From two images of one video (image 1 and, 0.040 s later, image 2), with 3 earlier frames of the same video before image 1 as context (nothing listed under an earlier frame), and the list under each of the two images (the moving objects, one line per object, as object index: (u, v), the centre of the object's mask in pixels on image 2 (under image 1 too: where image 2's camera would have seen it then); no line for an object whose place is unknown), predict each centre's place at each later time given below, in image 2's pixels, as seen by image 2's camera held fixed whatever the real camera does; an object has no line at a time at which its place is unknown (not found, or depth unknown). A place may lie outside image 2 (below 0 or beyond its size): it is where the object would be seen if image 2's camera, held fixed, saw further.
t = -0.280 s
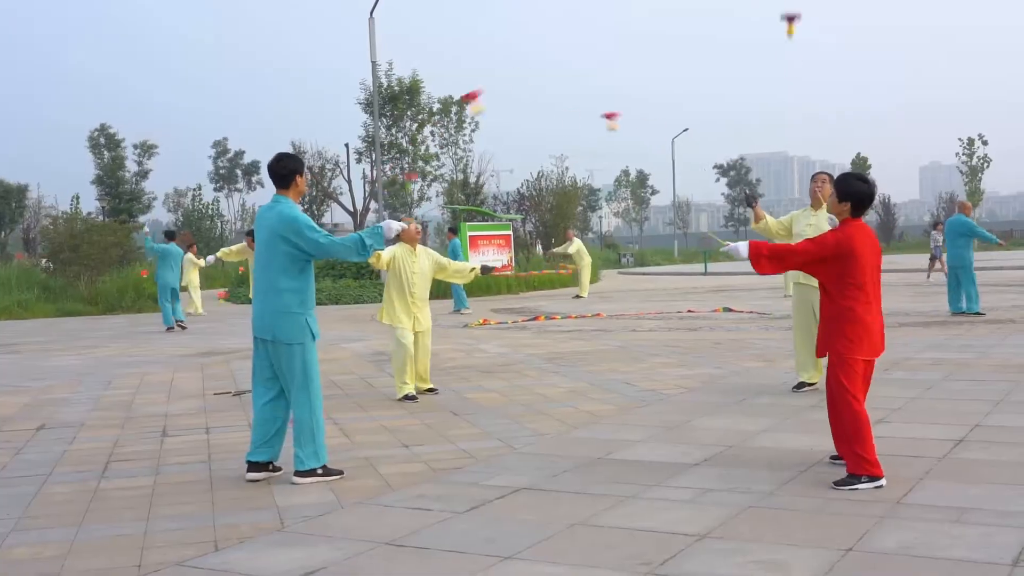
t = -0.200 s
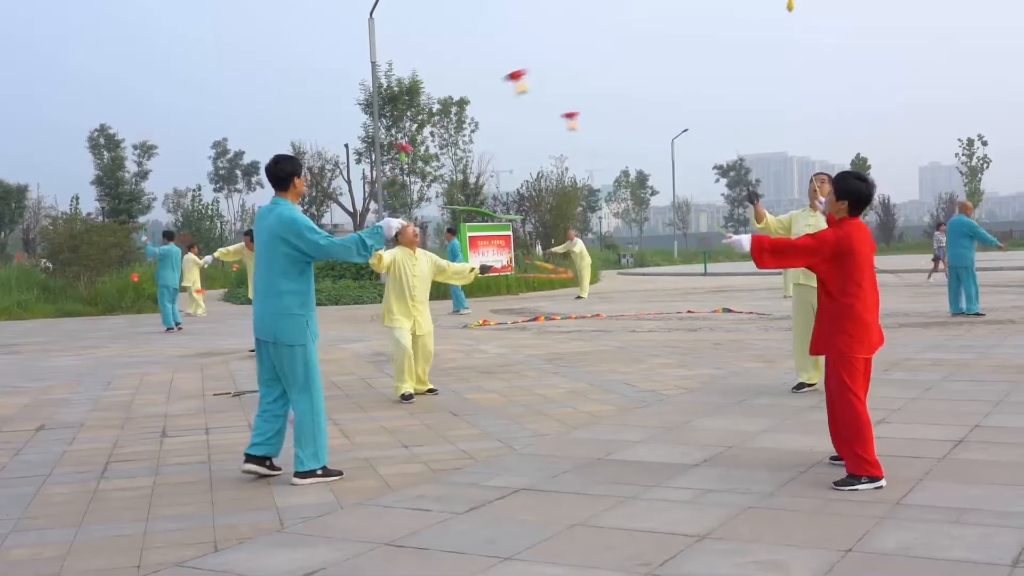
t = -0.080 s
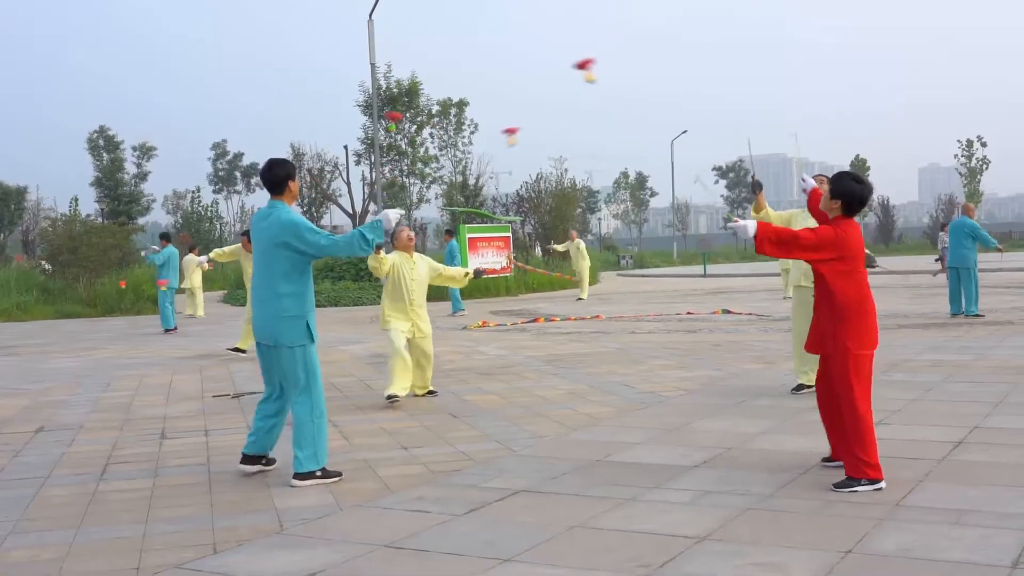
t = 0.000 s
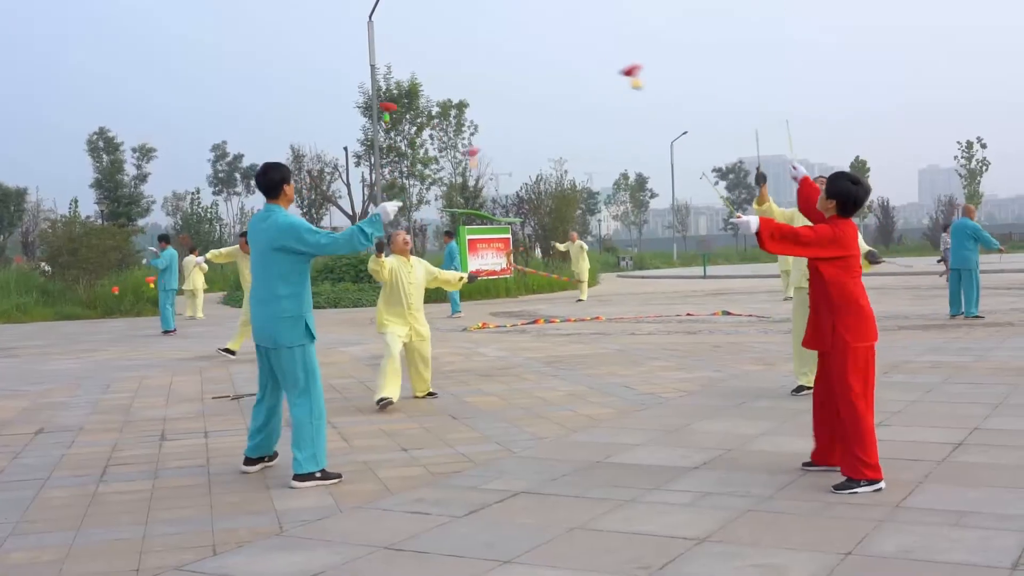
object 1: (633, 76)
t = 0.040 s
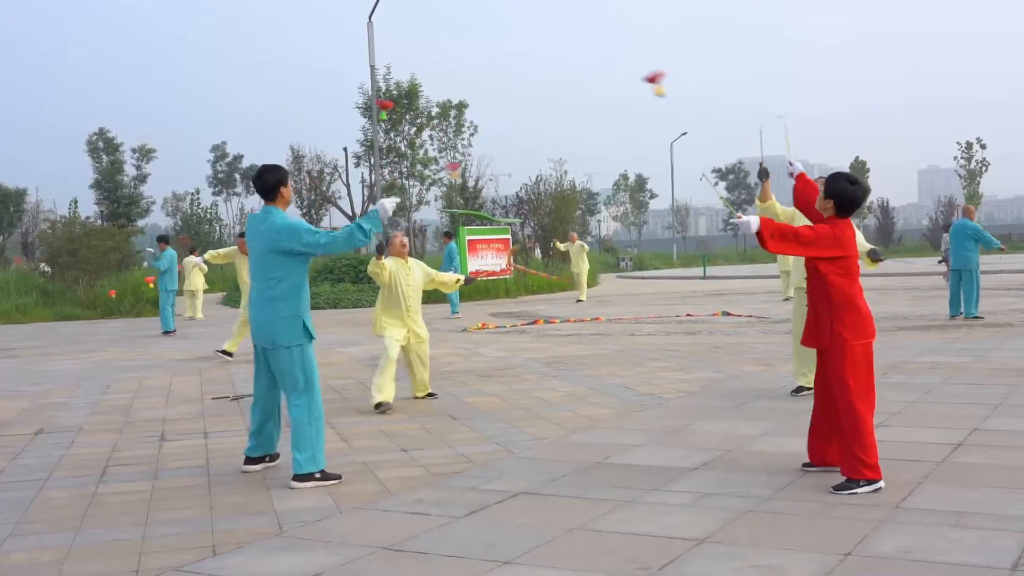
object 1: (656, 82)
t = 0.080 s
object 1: (680, 92)
